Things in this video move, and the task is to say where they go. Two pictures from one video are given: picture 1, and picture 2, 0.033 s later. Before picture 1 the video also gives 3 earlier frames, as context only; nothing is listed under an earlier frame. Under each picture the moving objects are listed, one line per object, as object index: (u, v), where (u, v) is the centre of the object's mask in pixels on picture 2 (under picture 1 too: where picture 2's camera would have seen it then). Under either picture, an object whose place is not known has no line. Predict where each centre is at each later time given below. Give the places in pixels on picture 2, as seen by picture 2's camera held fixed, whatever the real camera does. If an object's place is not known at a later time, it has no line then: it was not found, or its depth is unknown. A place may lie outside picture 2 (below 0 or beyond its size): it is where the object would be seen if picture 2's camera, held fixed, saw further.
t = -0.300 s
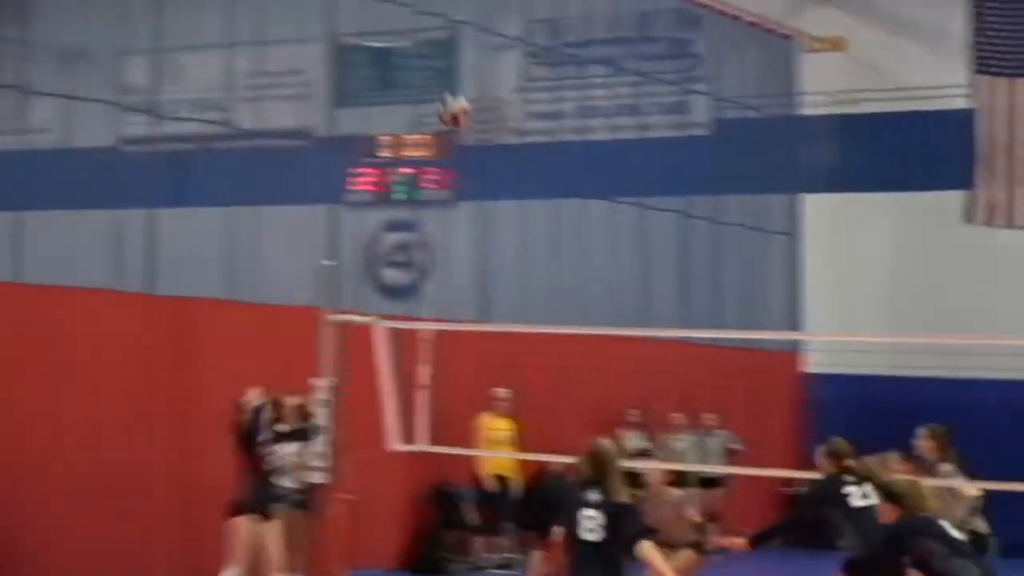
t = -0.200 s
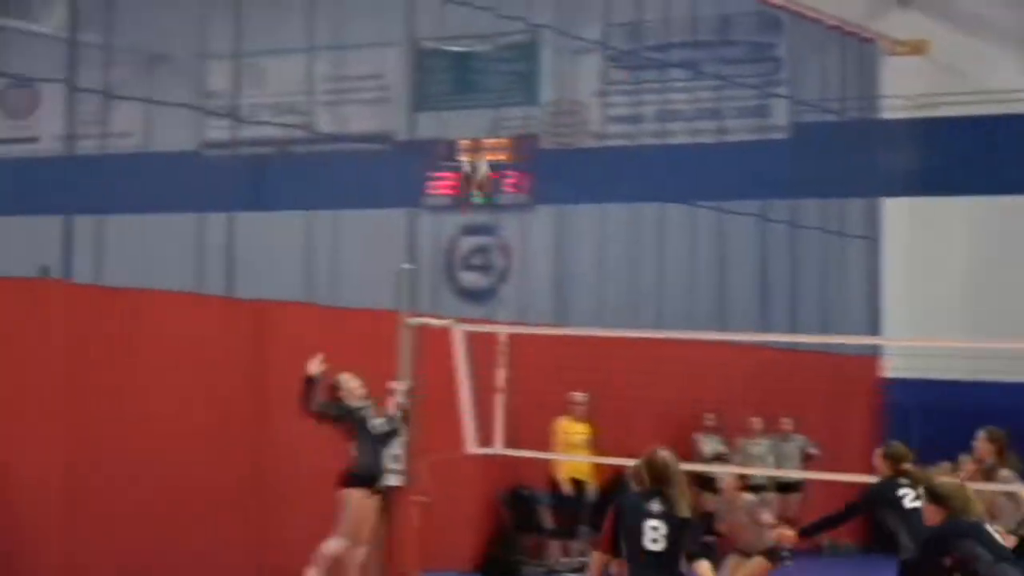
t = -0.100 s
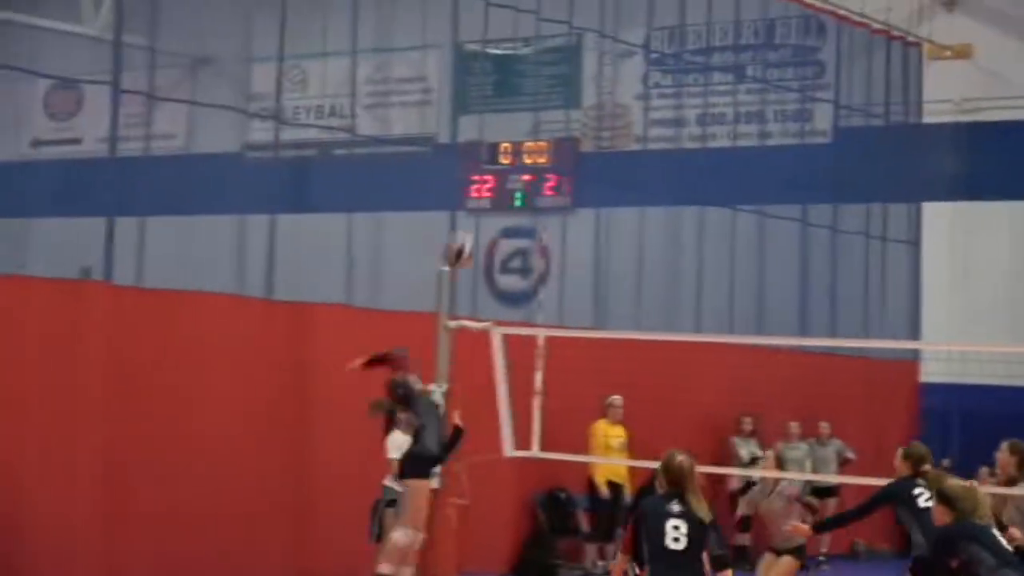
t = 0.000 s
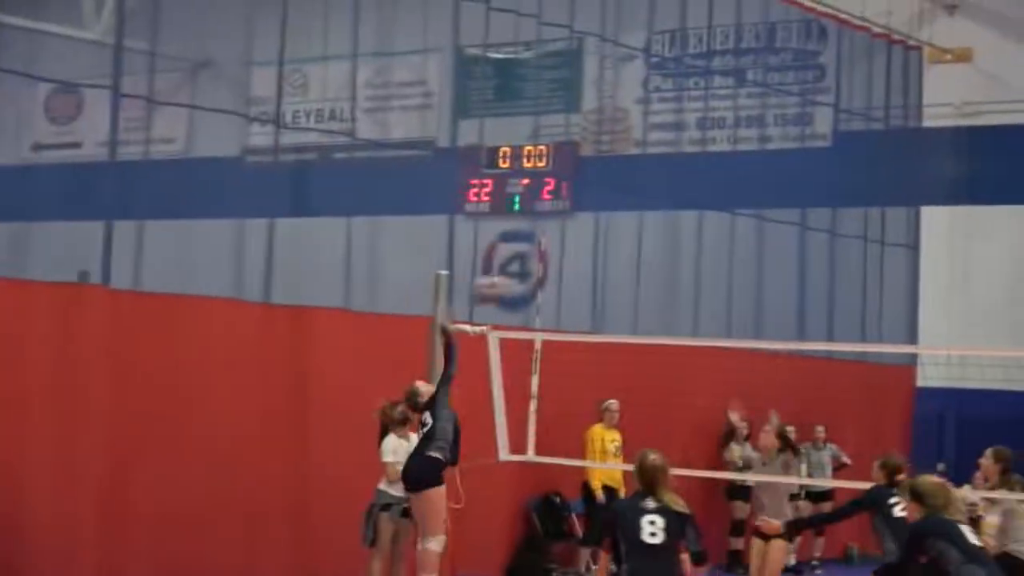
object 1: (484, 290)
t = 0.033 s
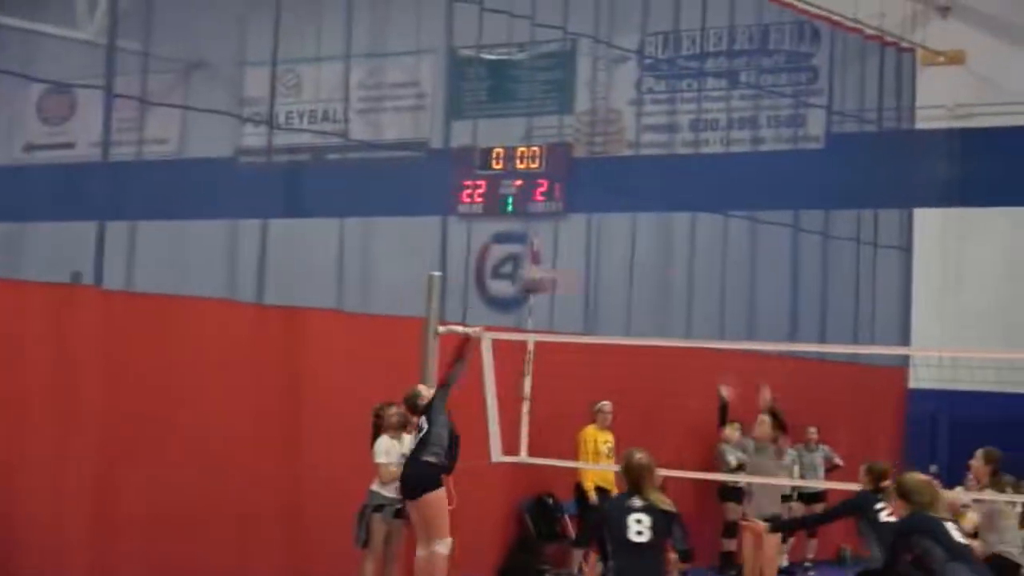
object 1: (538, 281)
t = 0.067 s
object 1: (593, 272)
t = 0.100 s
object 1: (647, 264)
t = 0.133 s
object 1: (702, 259)
